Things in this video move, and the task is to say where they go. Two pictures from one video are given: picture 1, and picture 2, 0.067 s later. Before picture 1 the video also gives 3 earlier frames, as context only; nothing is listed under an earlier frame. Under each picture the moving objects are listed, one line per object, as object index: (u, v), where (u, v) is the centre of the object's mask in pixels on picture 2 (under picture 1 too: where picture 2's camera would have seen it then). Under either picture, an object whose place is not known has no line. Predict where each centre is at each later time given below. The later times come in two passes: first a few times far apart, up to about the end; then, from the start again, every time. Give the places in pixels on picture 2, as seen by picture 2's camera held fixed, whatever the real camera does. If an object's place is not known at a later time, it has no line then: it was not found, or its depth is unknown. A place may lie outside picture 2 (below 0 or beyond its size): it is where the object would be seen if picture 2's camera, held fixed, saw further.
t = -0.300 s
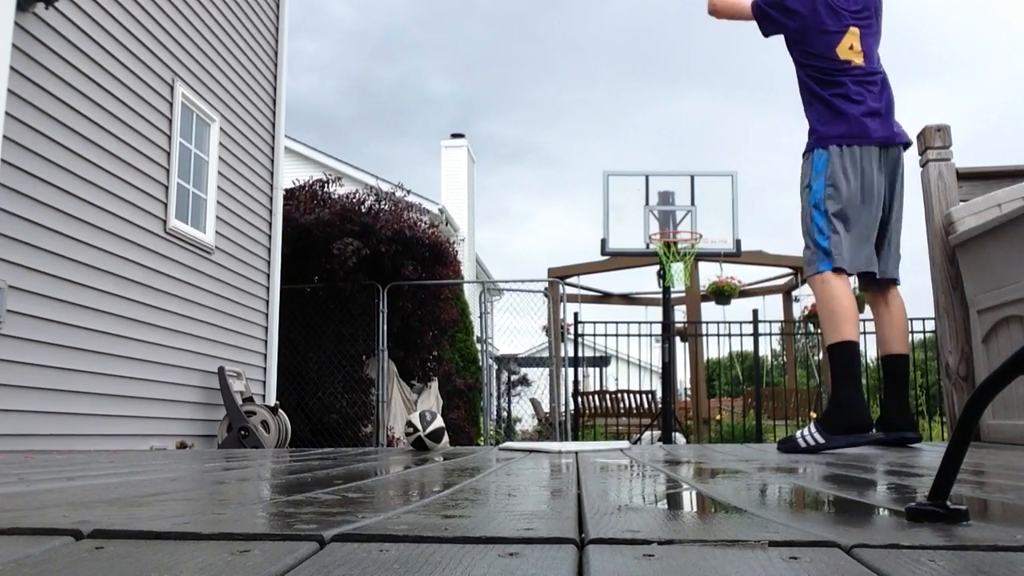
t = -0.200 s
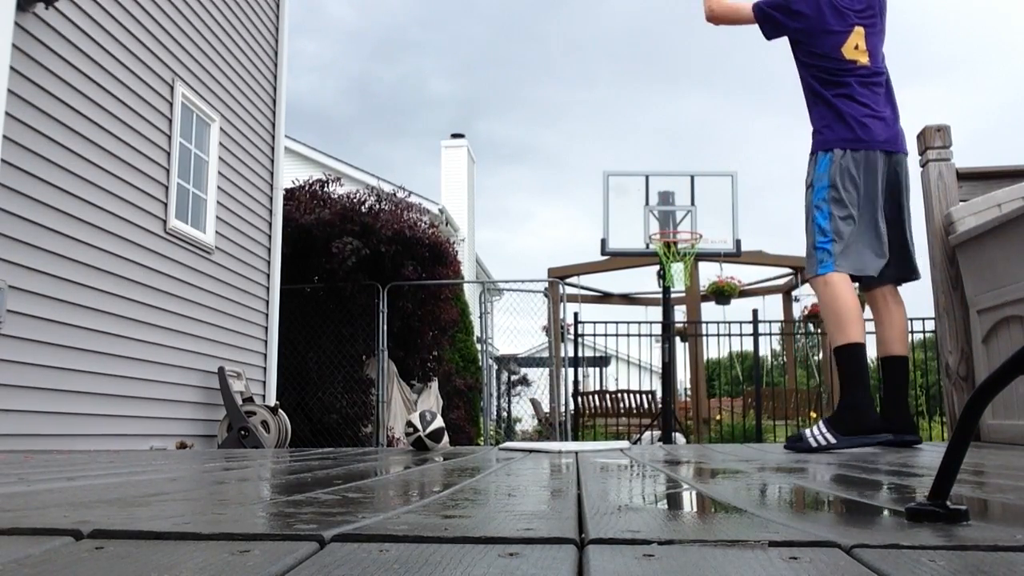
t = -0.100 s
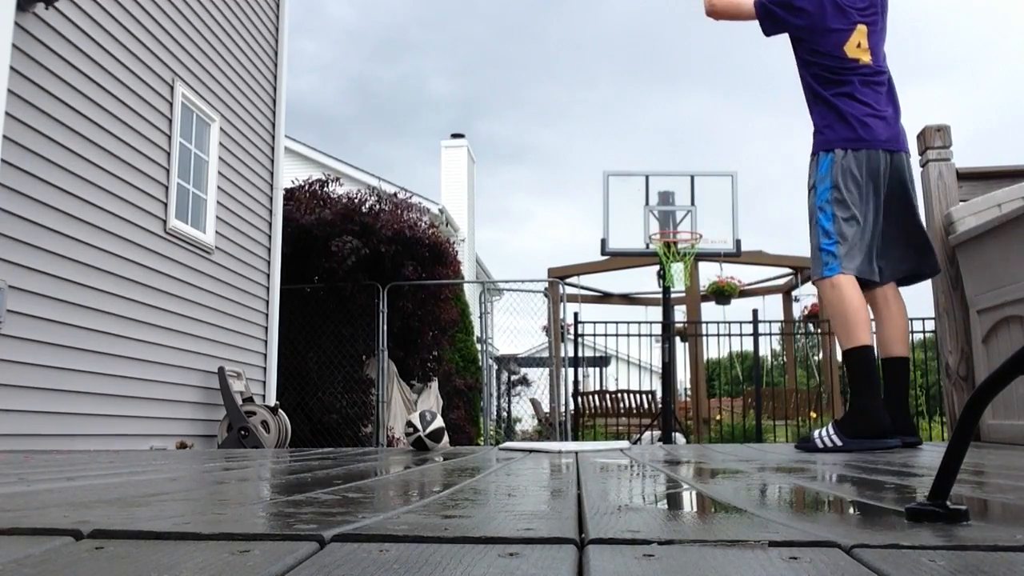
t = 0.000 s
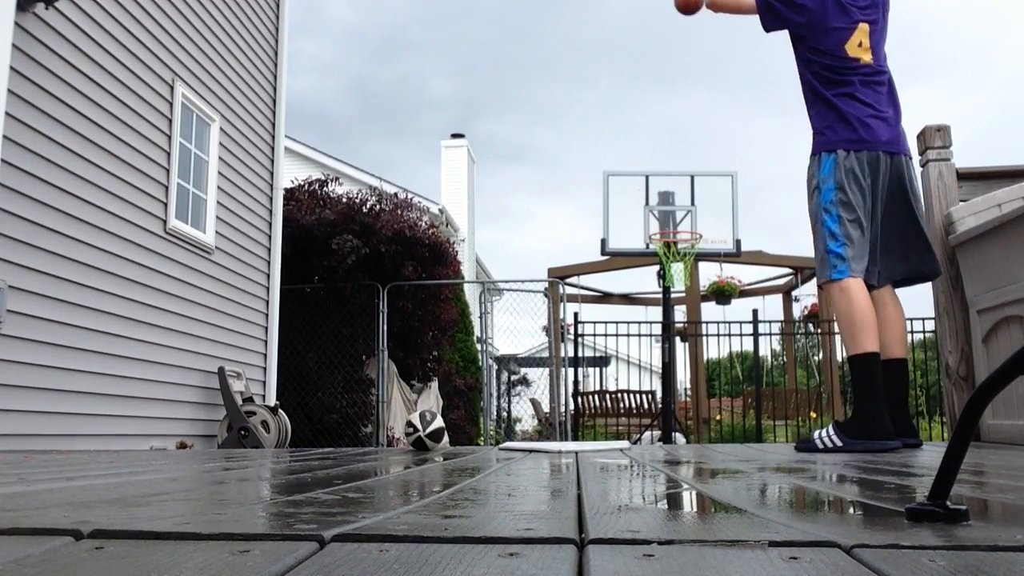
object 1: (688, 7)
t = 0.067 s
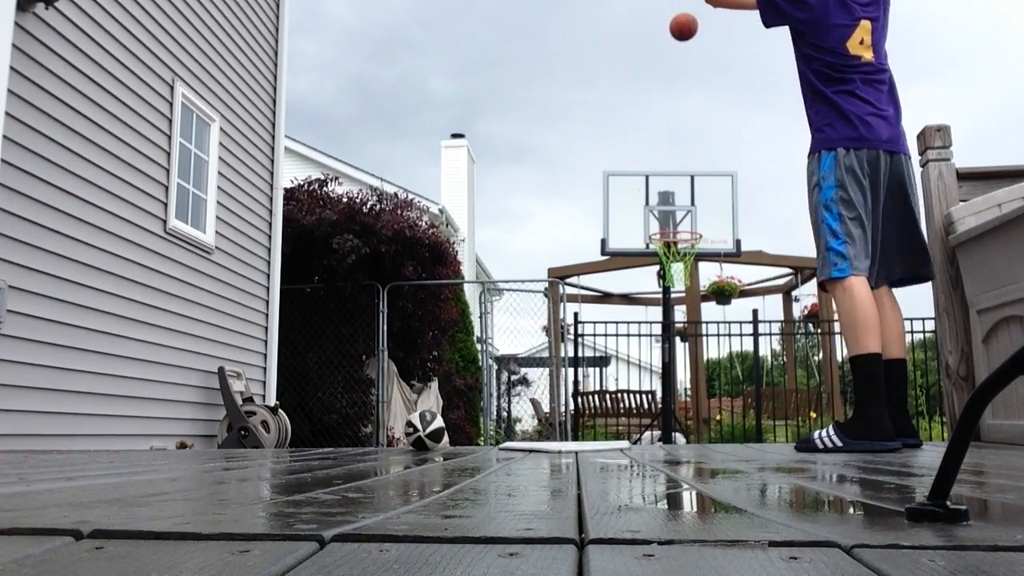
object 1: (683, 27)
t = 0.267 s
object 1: (671, 120)
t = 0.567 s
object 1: (671, 247)
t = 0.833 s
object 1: (689, 256)
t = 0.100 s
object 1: (681, 41)
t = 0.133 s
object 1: (679, 55)
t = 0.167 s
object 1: (676, 71)
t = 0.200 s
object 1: (674, 86)
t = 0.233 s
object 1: (673, 103)
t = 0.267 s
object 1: (671, 120)
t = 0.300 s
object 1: (670, 136)
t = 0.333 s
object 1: (668, 154)
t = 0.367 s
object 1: (667, 172)
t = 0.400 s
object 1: (666, 190)
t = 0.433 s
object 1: (665, 209)
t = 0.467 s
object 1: (665, 221)
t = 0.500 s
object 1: (667, 229)
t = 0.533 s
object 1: (670, 237)
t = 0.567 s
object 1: (671, 247)
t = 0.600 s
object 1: (673, 257)
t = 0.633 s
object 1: (675, 255)
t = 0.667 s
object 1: (678, 253)
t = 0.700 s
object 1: (678, 258)
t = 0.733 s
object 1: (681, 255)
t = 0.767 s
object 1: (683, 253)
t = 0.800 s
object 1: (686, 254)
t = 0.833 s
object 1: (689, 256)
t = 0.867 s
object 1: (691, 259)
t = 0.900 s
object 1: (693, 264)
